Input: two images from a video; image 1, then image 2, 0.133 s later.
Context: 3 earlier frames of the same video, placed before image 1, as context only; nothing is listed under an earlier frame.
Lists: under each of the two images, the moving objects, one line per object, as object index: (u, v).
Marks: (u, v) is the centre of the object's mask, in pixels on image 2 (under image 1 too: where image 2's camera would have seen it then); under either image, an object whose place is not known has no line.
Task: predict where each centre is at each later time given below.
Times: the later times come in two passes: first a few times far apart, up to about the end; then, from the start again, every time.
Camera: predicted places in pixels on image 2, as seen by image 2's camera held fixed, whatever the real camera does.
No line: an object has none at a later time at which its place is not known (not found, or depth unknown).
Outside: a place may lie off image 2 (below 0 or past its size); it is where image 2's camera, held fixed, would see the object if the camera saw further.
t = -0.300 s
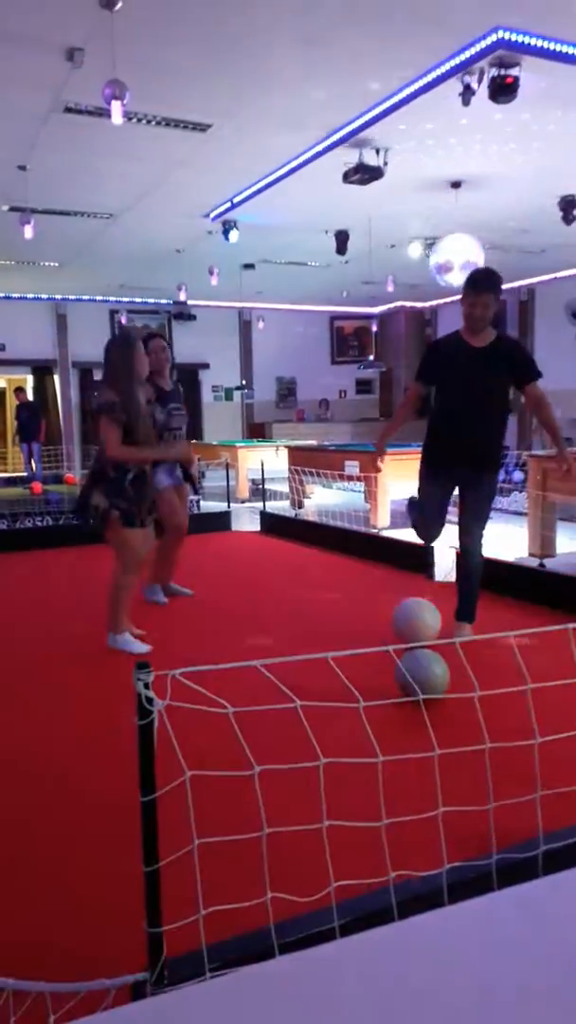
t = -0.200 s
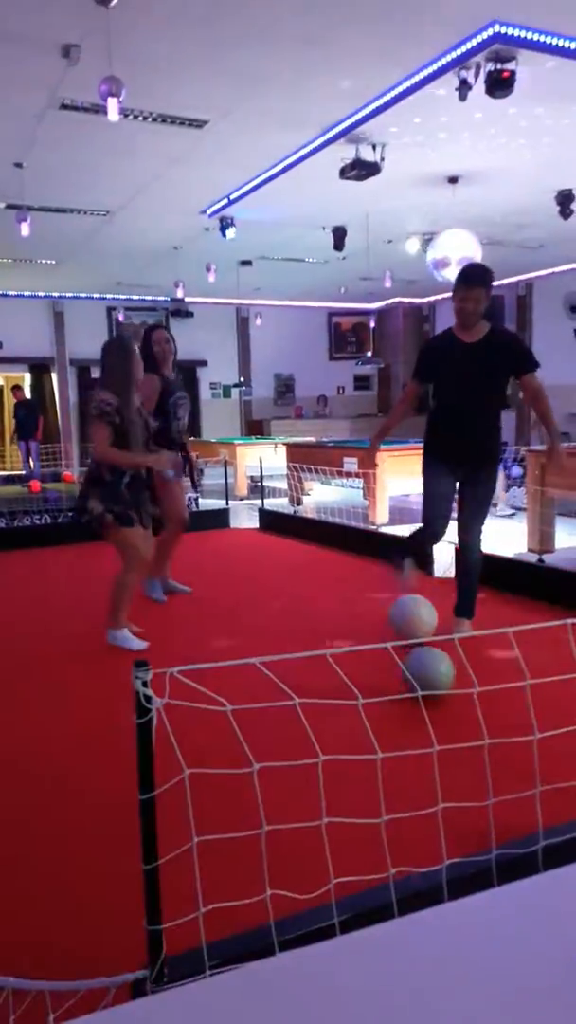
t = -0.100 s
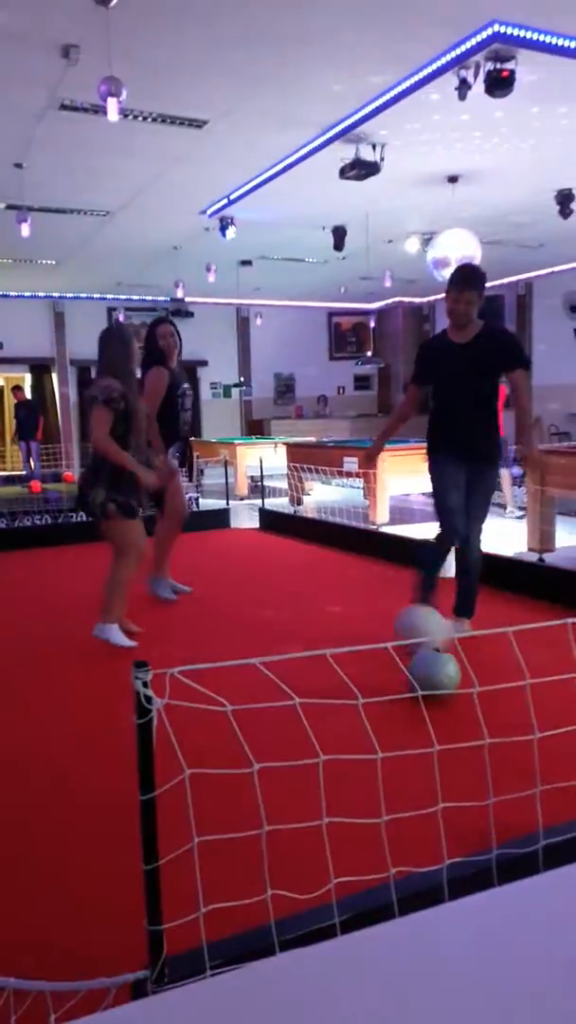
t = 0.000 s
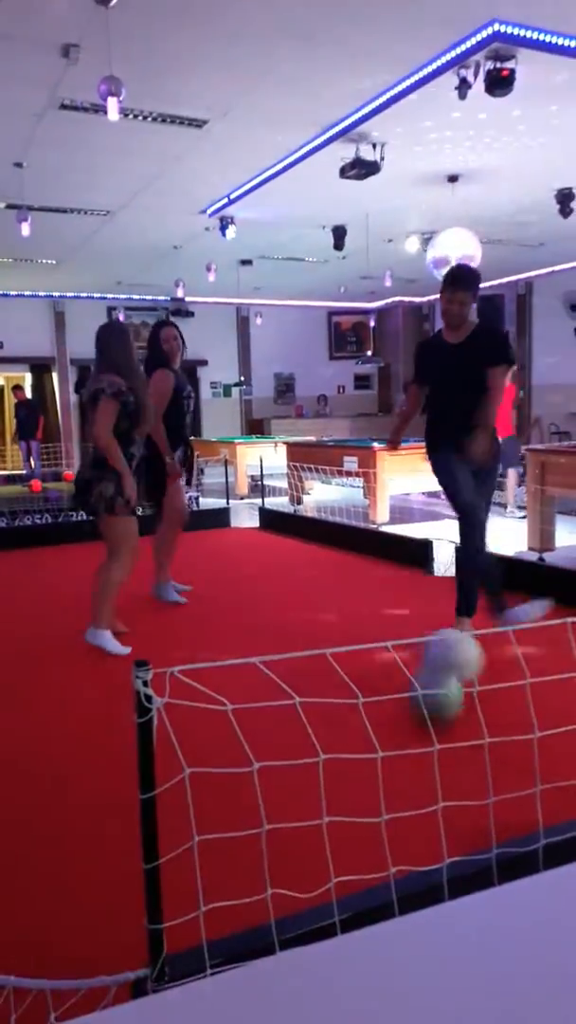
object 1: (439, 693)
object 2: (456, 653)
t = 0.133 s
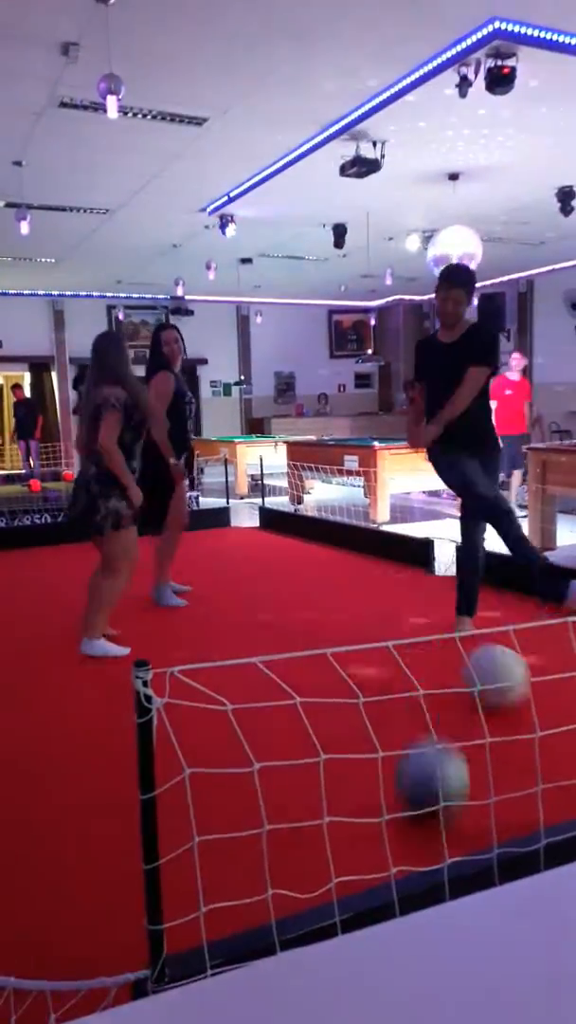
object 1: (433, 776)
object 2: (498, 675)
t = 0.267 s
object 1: (397, 851)
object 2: (530, 690)
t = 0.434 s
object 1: (219, 829)
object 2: (556, 703)
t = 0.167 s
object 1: (431, 808)
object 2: (506, 679)
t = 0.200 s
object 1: (425, 833)
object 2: (512, 685)
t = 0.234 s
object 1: (417, 849)
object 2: (518, 689)
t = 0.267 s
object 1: (397, 851)
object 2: (530, 690)
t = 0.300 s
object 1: (359, 847)
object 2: (540, 694)
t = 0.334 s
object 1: (321, 846)
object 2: (545, 696)
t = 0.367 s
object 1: (283, 843)
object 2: (549, 699)
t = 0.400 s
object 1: (249, 839)
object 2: (553, 700)
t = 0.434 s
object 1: (219, 829)
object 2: (556, 703)
